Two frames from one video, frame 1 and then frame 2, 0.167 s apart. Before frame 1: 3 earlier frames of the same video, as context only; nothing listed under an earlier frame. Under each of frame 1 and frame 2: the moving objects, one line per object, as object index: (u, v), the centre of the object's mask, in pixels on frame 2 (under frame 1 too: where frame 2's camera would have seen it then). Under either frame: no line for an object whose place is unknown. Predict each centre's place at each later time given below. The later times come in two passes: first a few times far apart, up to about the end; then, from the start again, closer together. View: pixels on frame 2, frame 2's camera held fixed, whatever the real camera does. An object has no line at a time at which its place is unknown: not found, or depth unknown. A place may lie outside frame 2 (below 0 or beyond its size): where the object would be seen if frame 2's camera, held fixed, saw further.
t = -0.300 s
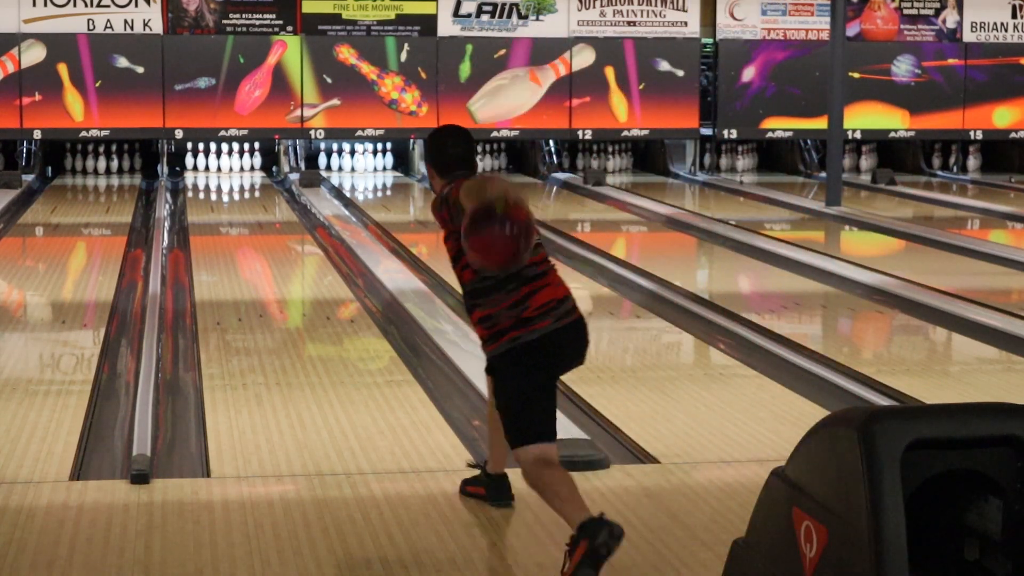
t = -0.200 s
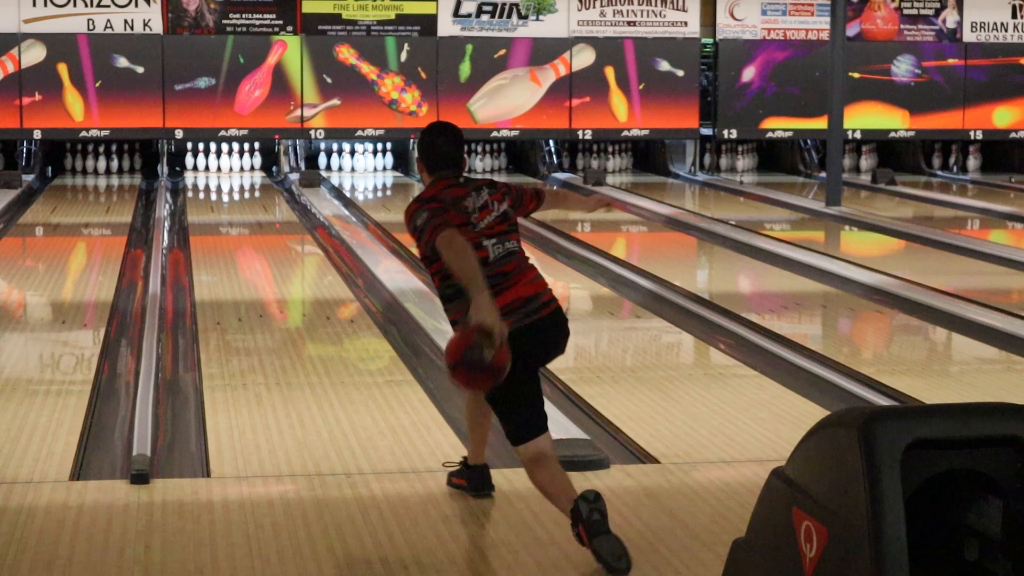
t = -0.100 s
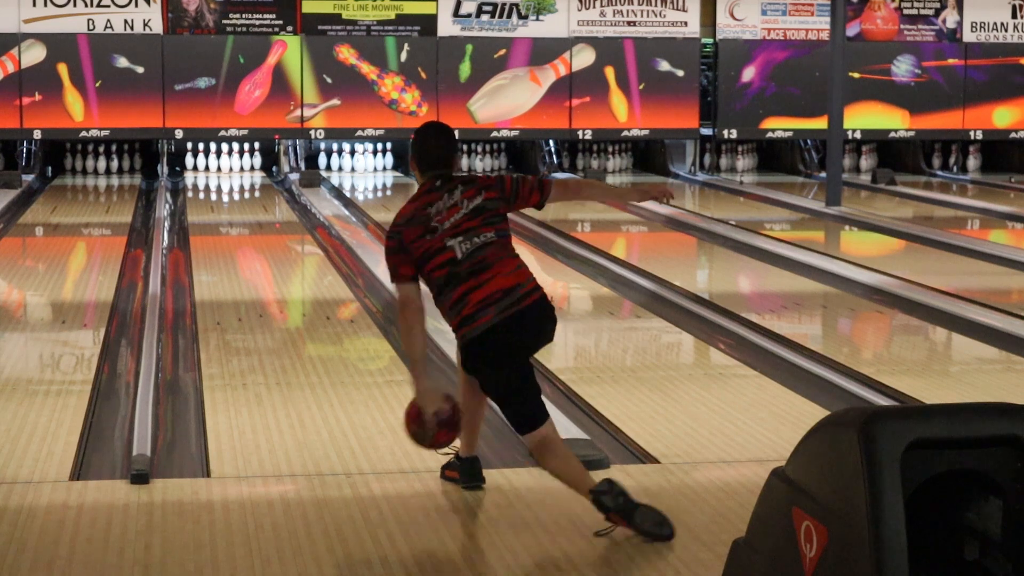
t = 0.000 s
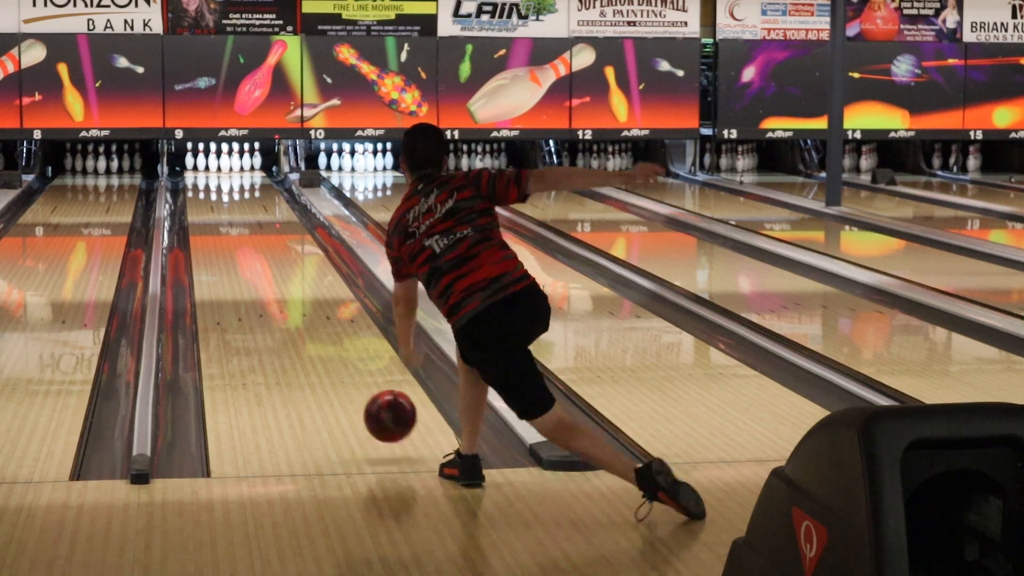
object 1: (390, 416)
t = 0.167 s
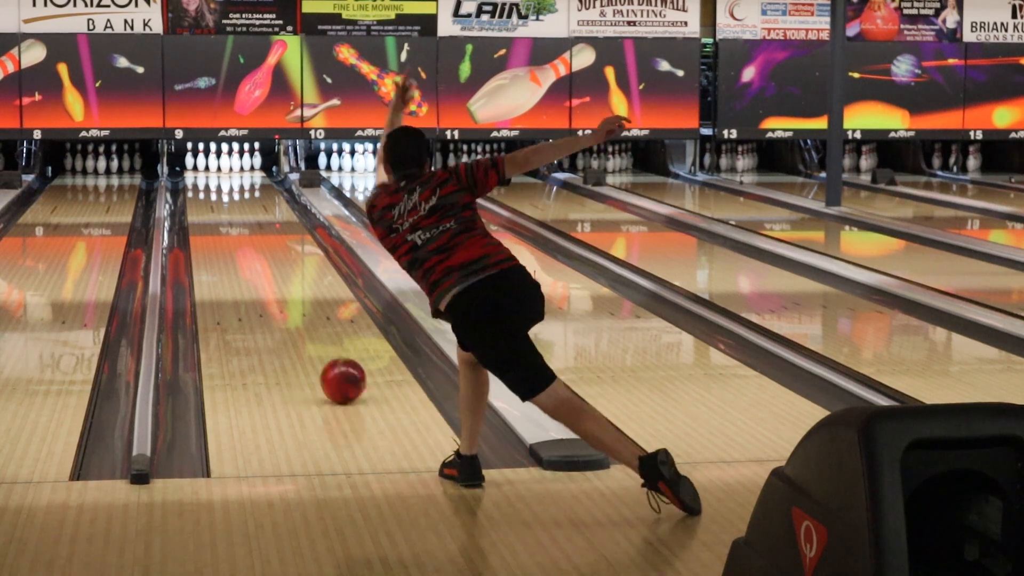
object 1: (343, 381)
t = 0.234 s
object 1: (328, 362)
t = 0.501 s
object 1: (282, 306)
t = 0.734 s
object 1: (255, 272)
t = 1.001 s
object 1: (232, 242)
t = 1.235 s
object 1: (218, 222)
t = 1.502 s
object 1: (206, 204)
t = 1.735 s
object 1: (201, 192)
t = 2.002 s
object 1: (204, 179)
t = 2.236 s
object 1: (214, 172)
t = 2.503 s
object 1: (220, 164)
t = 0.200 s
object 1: (335, 371)
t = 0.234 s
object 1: (328, 362)
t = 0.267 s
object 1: (321, 354)
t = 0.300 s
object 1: (315, 347)
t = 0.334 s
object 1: (308, 339)
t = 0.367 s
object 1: (303, 332)
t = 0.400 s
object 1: (297, 325)
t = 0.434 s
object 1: (292, 319)
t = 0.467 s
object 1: (287, 312)
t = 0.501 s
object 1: (282, 306)
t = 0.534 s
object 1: (278, 301)
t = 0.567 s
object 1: (273, 296)
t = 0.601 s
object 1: (269, 291)
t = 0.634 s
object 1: (265, 286)
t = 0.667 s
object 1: (262, 281)
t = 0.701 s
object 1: (258, 277)
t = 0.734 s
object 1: (255, 272)
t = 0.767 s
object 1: (251, 268)
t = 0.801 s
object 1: (248, 264)
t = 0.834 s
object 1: (245, 260)
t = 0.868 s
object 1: (243, 256)
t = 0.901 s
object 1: (240, 253)
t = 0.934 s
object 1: (237, 249)
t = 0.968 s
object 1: (235, 246)
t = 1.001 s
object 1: (232, 242)
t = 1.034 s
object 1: (230, 239)
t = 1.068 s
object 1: (228, 236)
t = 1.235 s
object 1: (218, 222)
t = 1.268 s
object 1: (216, 219)
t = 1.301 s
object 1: (214, 217)
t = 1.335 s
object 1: (213, 215)
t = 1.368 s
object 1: (211, 212)
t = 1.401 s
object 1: (210, 210)
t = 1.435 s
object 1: (208, 208)
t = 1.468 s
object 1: (207, 206)
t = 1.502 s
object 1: (206, 204)
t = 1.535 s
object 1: (205, 202)
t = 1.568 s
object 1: (204, 200)
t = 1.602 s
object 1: (203, 198)
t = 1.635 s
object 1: (202, 196)
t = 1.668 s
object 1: (202, 195)
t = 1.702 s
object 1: (202, 193)
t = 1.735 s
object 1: (201, 192)
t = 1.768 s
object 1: (201, 190)
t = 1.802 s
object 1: (201, 188)
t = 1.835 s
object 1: (201, 186)
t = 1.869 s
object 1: (202, 185)
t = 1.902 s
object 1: (202, 183)
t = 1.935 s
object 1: (202, 182)
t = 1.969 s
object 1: (203, 180)
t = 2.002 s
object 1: (204, 179)
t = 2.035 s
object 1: (205, 178)
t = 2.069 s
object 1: (207, 177)
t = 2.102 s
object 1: (209, 175)
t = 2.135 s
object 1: (210, 175)
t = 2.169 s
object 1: (212, 174)
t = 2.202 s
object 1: (212, 172)
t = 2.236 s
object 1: (214, 172)
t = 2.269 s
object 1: (215, 170)
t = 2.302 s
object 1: (217, 169)
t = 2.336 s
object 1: (218, 168)
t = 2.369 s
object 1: (219, 167)
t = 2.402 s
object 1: (220, 166)
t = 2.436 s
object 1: (219, 165)
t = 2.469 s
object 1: (220, 165)
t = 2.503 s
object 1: (220, 164)
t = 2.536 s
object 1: (219, 164)
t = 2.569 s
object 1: (219, 163)
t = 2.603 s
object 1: (219, 163)
